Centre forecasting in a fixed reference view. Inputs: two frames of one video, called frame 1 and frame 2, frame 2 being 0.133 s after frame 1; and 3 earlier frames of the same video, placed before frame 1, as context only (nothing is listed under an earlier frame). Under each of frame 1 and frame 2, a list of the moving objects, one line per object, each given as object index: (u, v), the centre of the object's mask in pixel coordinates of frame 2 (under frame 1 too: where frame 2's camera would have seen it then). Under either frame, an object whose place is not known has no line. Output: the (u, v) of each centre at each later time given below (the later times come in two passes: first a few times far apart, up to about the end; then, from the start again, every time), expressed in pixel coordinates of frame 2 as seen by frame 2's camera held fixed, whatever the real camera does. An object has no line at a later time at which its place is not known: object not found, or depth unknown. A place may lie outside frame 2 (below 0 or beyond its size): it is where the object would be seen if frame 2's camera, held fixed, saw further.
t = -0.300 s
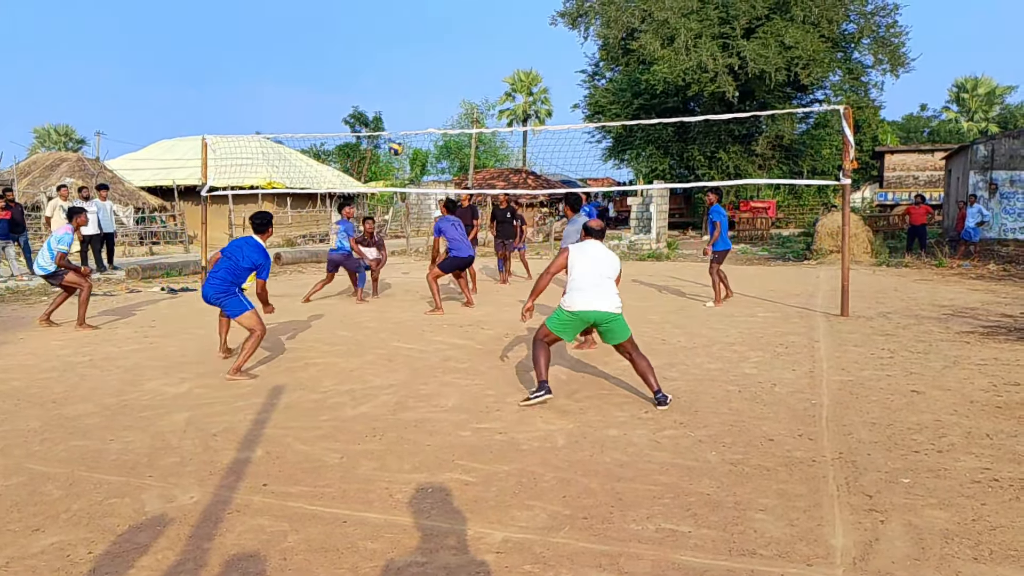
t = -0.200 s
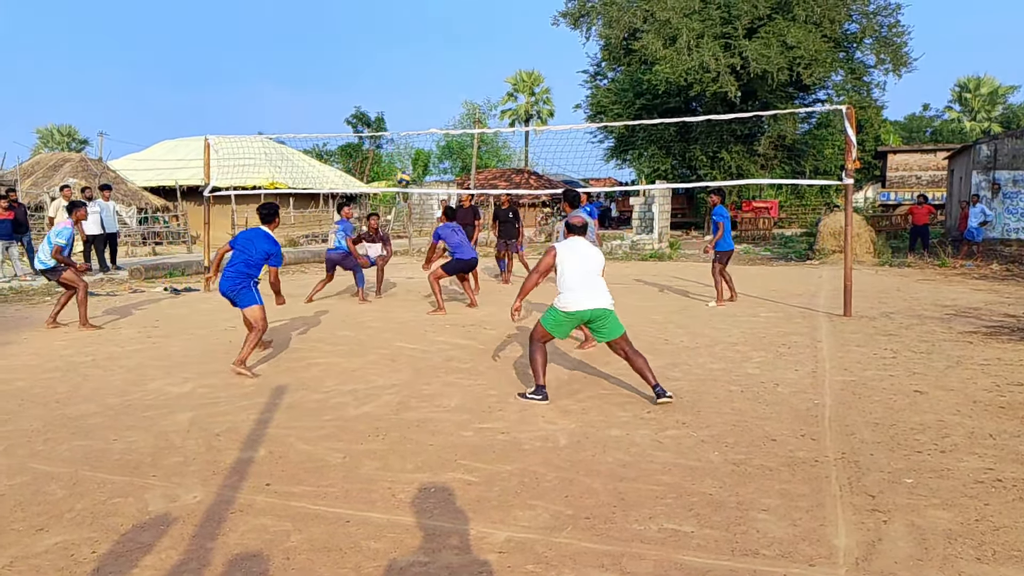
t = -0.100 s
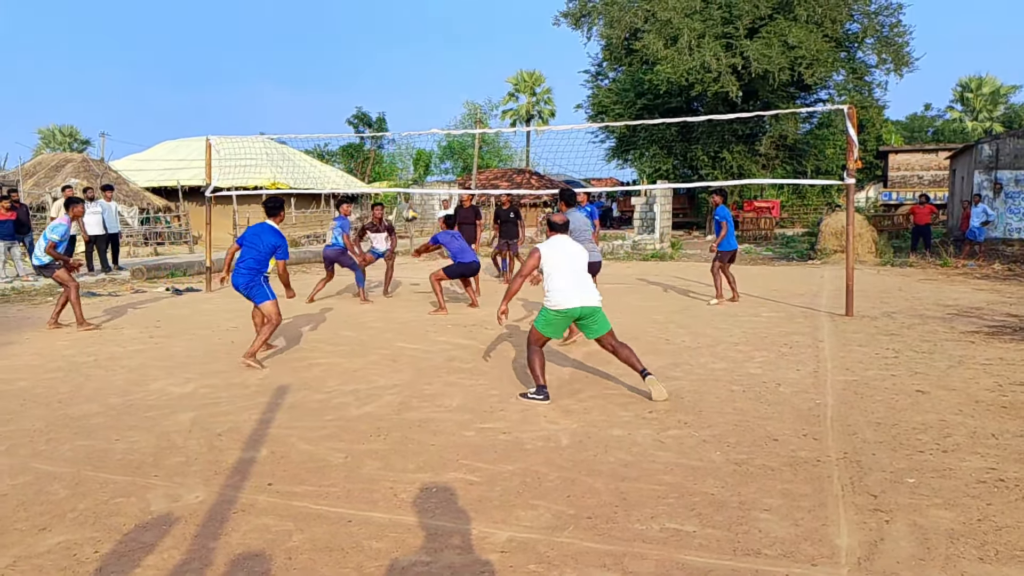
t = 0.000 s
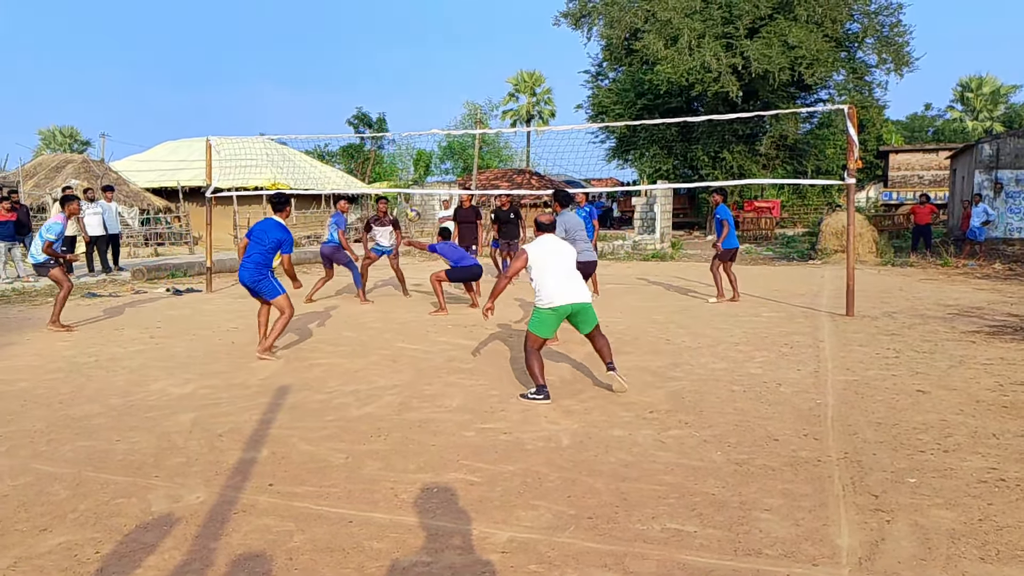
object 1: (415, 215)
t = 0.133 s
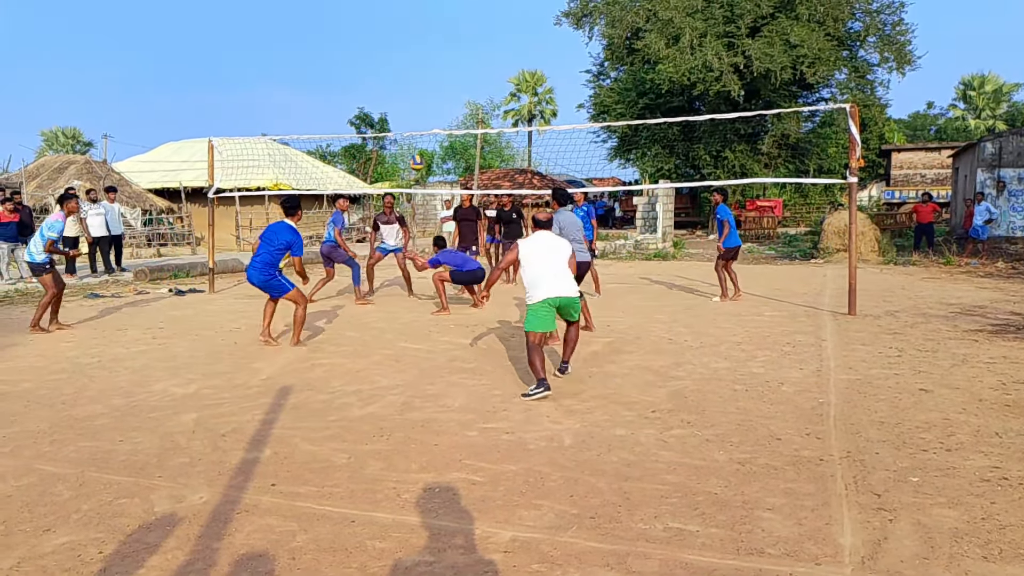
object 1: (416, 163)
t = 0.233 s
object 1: (417, 131)
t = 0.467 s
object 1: (422, 85)
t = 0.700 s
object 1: (427, 78)
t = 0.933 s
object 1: (434, 115)
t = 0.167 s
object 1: (417, 152)
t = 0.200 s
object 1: (418, 142)
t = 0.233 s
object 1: (417, 131)
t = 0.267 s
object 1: (418, 122)
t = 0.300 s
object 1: (419, 114)
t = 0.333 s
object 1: (419, 107)
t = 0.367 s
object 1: (420, 100)
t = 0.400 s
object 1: (420, 94)
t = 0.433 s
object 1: (421, 89)
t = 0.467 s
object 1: (422, 85)
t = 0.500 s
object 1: (423, 81)
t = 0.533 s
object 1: (423, 79)
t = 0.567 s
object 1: (424, 77)
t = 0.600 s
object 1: (425, 76)
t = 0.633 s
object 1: (425, 76)
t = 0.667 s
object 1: (426, 76)
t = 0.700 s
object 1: (427, 78)
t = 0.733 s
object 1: (428, 81)
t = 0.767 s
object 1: (429, 84)
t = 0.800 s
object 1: (430, 89)
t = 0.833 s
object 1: (431, 94)
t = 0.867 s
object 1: (432, 100)
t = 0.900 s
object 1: (433, 107)
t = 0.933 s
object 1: (434, 115)
